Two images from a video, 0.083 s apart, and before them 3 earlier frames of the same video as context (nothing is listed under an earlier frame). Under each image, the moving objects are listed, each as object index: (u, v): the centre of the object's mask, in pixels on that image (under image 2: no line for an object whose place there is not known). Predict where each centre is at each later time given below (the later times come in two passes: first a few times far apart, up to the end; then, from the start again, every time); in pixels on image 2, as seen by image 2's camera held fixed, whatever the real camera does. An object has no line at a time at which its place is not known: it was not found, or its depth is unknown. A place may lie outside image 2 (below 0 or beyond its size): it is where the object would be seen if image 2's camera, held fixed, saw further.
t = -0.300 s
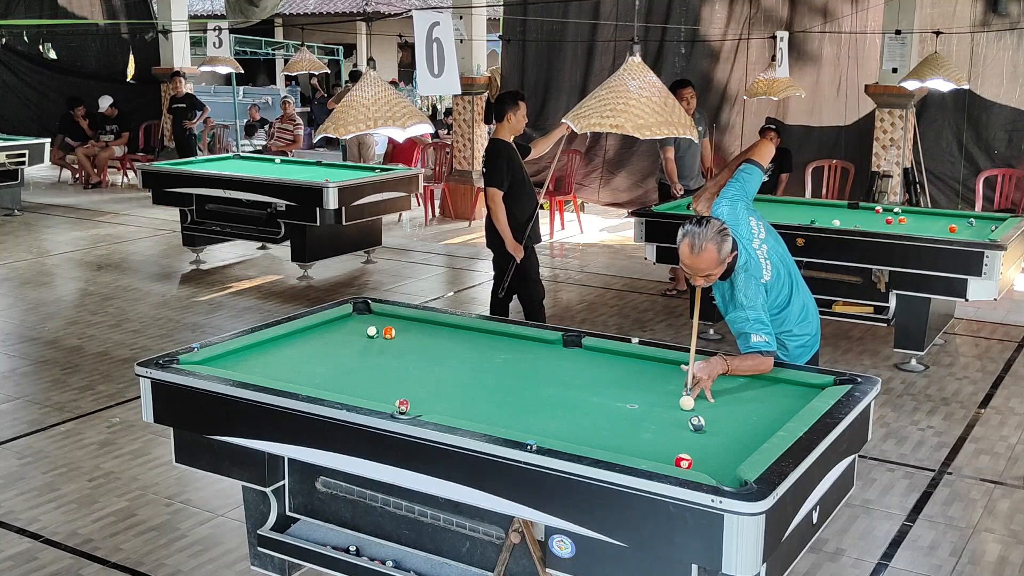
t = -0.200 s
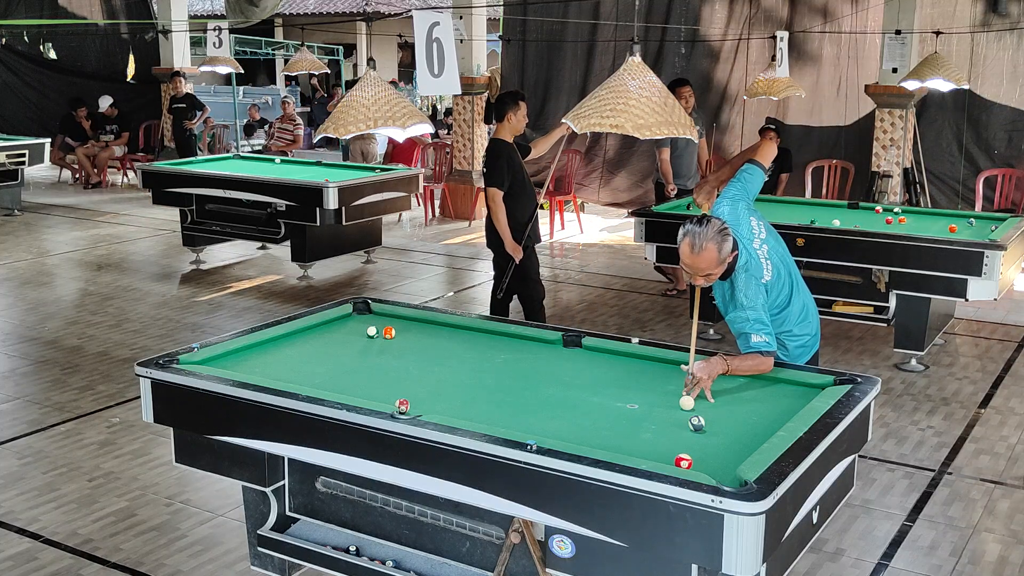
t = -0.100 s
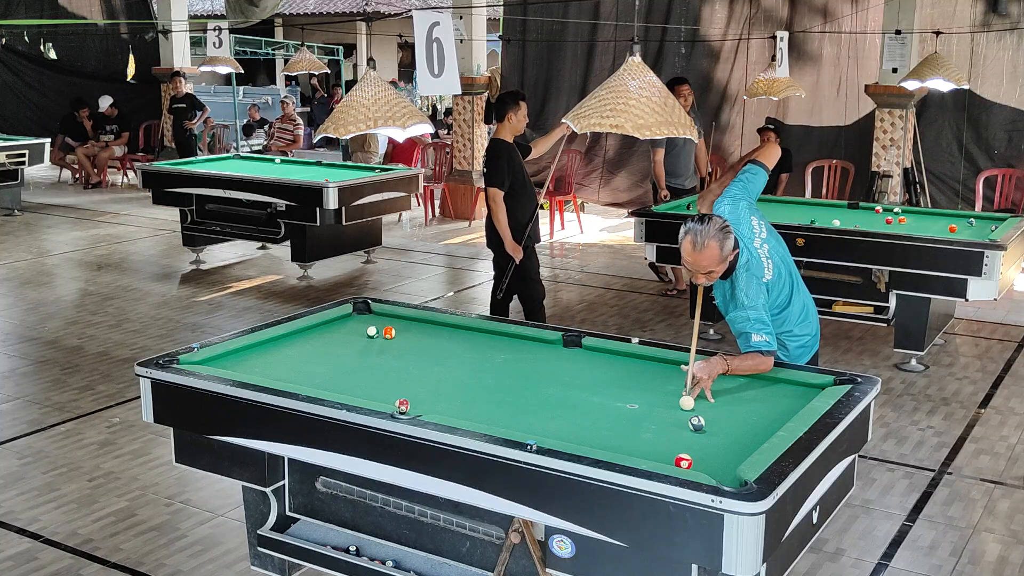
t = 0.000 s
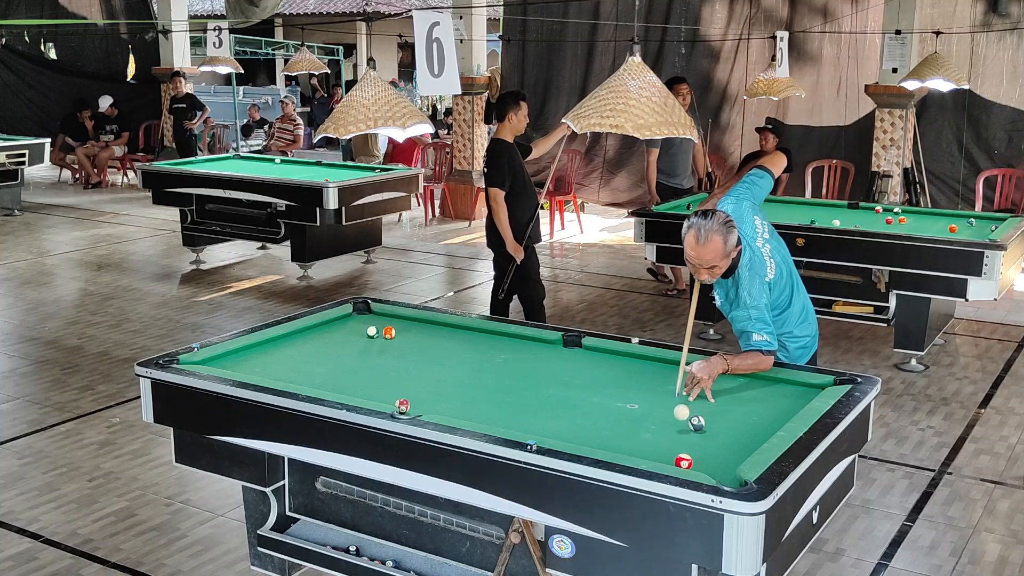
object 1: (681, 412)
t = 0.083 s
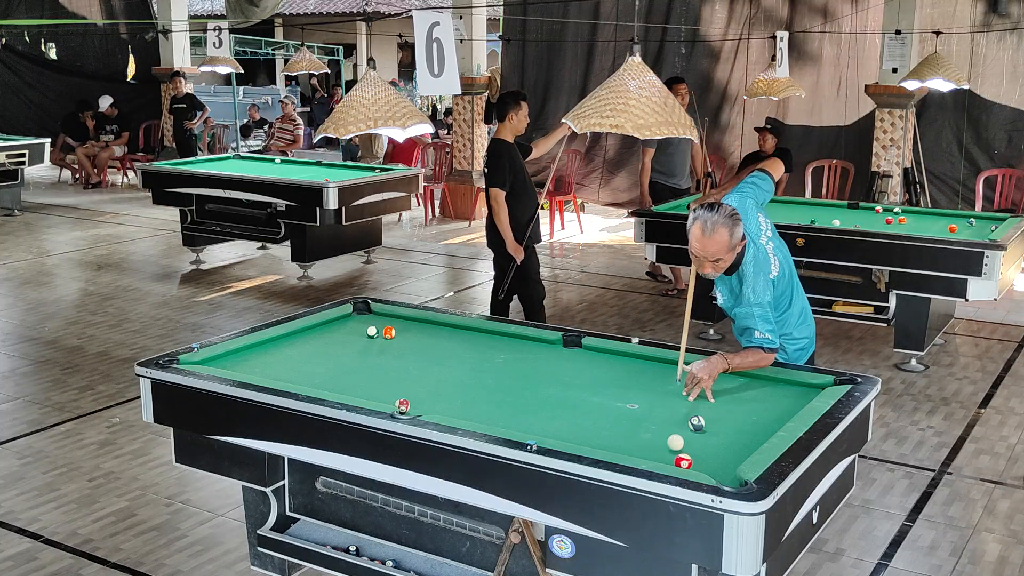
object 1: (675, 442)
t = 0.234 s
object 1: (650, 456)
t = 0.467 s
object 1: (643, 434)
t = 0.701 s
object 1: (638, 414)
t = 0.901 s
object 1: (634, 398)
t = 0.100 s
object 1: (674, 444)
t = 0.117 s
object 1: (673, 447)
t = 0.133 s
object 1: (672, 451)
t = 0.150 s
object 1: (669, 455)
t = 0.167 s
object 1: (663, 457)
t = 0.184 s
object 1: (658, 458)
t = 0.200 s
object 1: (653, 458)
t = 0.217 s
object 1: (651, 457)
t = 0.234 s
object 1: (650, 456)
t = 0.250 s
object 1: (650, 455)
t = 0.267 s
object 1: (649, 453)
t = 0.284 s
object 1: (649, 452)
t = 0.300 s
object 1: (648, 451)
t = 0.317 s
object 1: (648, 449)
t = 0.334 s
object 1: (647, 447)
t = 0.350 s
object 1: (646, 446)
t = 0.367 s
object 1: (646, 444)
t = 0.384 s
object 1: (645, 442)
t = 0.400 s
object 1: (645, 440)
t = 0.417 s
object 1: (645, 439)
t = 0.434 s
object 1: (644, 437)
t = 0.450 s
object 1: (644, 436)
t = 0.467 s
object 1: (643, 434)
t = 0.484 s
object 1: (643, 432)
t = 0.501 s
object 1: (642, 431)
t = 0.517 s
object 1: (642, 429)
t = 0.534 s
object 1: (642, 428)
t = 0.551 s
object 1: (641, 426)
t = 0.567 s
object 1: (641, 425)
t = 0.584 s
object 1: (640, 423)
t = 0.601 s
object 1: (640, 422)
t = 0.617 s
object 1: (640, 420)
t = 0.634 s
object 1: (639, 419)
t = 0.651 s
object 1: (639, 418)
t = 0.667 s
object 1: (639, 416)
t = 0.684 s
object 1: (638, 415)
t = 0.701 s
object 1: (638, 414)
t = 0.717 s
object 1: (638, 412)
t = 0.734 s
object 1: (637, 411)
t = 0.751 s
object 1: (637, 409)
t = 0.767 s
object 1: (637, 408)
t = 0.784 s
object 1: (636, 407)
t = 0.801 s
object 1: (636, 406)
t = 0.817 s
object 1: (636, 404)
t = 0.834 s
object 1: (635, 403)
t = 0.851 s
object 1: (635, 402)
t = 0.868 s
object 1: (635, 401)
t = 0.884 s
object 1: (635, 400)
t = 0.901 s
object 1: (634, 398)
